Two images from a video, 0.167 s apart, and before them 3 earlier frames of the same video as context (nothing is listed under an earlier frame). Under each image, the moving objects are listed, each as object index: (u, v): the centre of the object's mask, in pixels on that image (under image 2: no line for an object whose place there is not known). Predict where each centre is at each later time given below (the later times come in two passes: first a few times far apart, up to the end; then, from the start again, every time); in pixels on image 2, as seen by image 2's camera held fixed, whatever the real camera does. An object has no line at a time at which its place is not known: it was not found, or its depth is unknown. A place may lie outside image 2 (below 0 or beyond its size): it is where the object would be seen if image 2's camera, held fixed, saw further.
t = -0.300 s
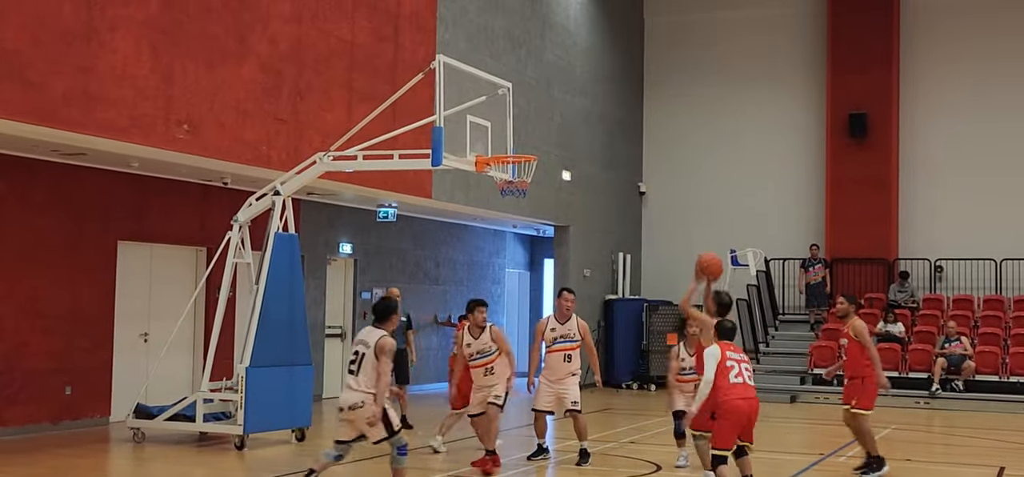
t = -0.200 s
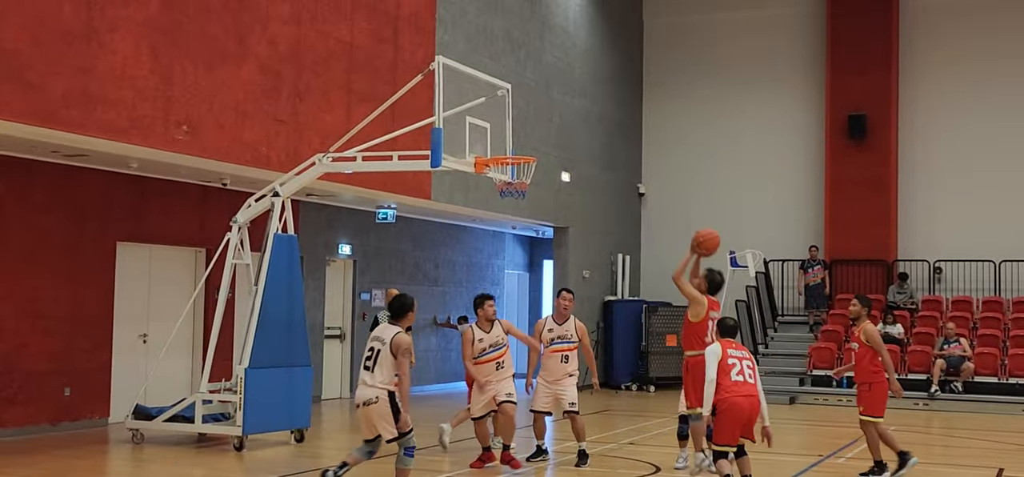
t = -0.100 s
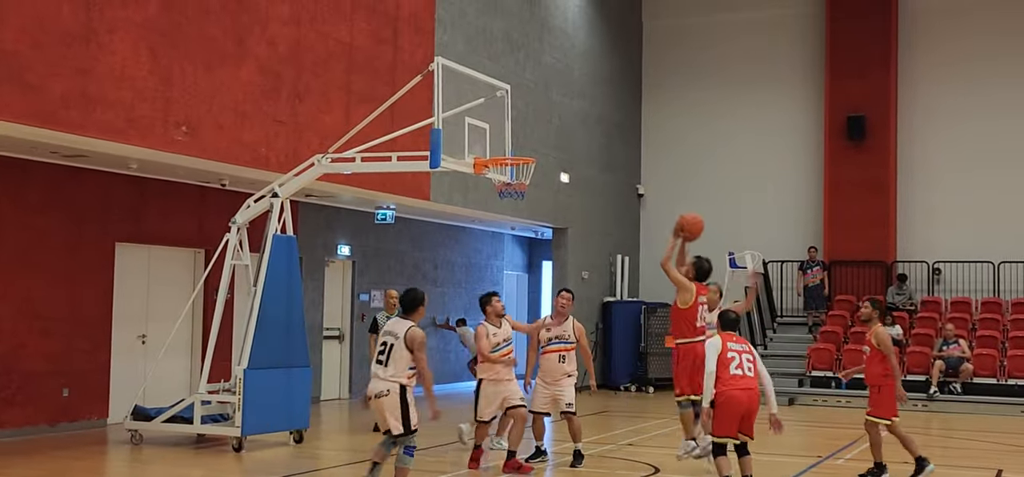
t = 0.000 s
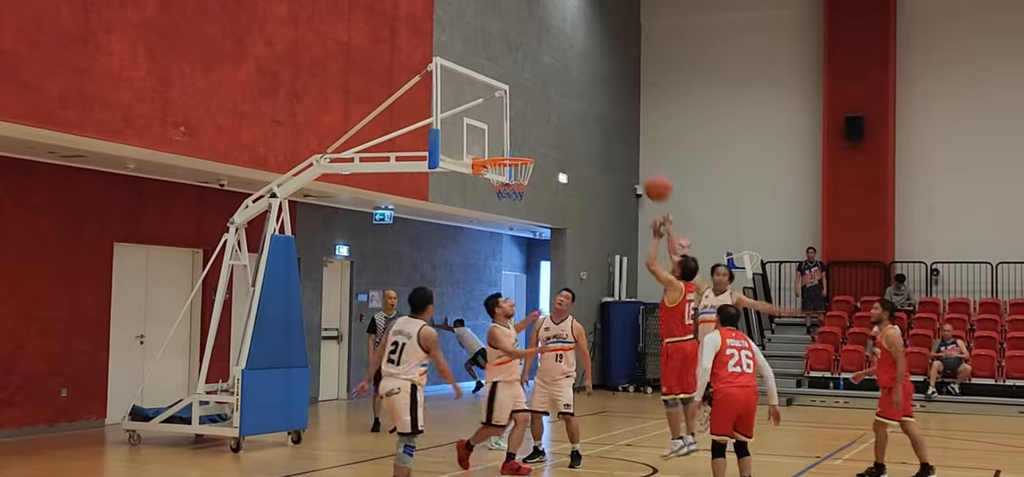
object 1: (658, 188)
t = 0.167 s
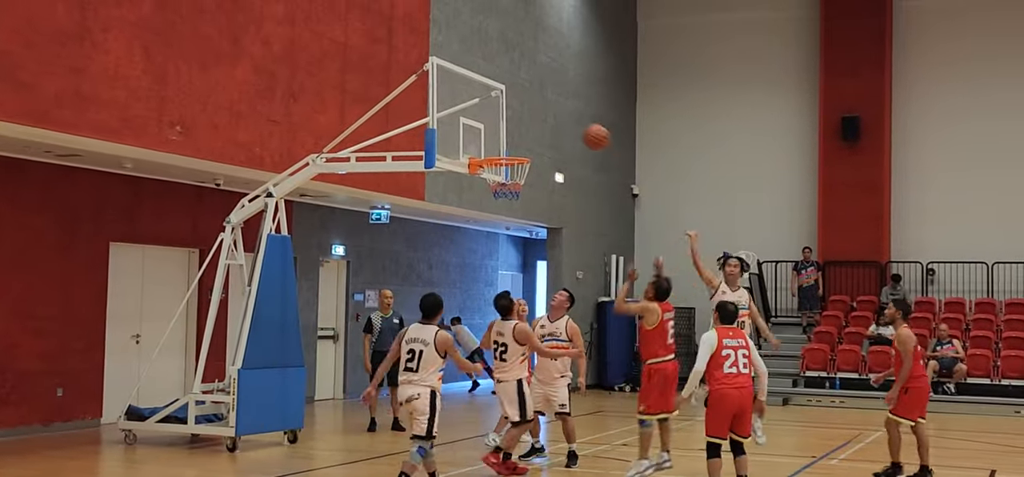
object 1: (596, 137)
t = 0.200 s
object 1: (584, 130)
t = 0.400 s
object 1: (522, 117)
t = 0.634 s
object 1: (508, 143)
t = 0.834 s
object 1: (510, 129)
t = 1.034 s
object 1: (493, 133)
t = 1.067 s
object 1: (490, 137)
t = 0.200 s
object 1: (584, 130)
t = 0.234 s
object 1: (573, 125)
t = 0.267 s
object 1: (563, 122)
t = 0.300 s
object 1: (552, 119)
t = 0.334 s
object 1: (542, 117)
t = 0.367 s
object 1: (532, 117)
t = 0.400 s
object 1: (522, 117)
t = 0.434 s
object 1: (513, 119)
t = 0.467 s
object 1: (502, 122)
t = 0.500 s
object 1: (492, 126)
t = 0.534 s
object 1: (483, 130)
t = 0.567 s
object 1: (488, 134)
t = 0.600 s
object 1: (498, 138)
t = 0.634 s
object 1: (508, 143)
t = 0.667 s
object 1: (518, 147)
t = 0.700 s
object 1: (519, 147)
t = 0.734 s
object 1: (518, 142)
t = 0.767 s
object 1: (515, 137)
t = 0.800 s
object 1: (513, 133)
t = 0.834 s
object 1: (510, 129)
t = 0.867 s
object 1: (507, 127)
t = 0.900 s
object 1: (504, 126)
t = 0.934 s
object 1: (502, 126)
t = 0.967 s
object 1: (499, 127)
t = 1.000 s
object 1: (496, 130)
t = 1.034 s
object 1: (493, 133)
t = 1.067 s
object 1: (490, 137)
